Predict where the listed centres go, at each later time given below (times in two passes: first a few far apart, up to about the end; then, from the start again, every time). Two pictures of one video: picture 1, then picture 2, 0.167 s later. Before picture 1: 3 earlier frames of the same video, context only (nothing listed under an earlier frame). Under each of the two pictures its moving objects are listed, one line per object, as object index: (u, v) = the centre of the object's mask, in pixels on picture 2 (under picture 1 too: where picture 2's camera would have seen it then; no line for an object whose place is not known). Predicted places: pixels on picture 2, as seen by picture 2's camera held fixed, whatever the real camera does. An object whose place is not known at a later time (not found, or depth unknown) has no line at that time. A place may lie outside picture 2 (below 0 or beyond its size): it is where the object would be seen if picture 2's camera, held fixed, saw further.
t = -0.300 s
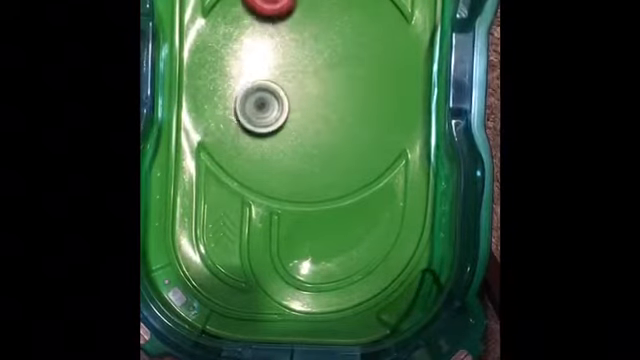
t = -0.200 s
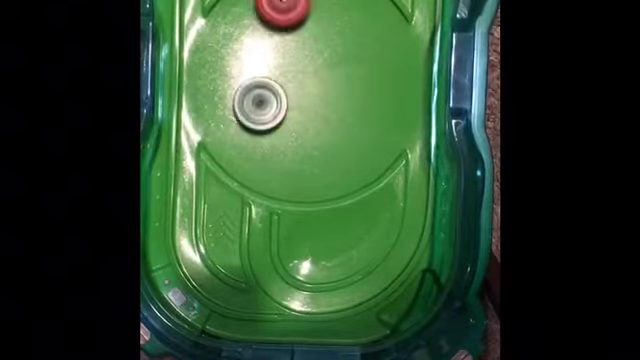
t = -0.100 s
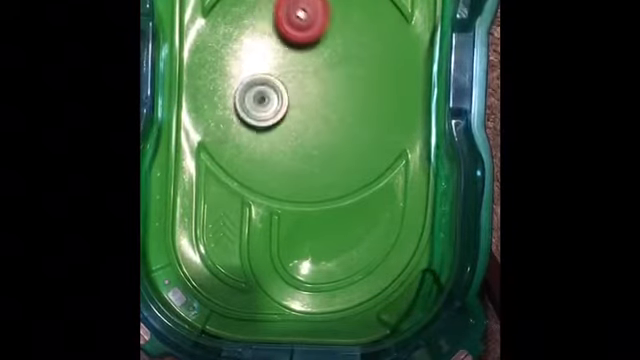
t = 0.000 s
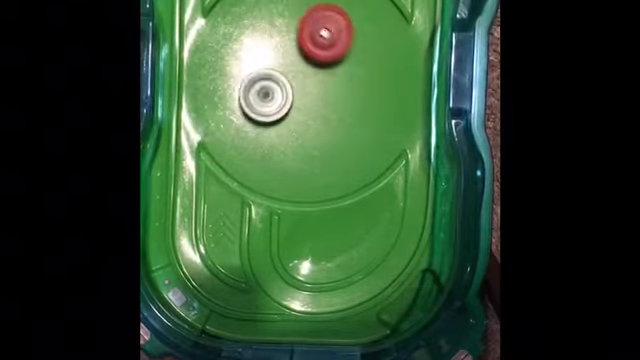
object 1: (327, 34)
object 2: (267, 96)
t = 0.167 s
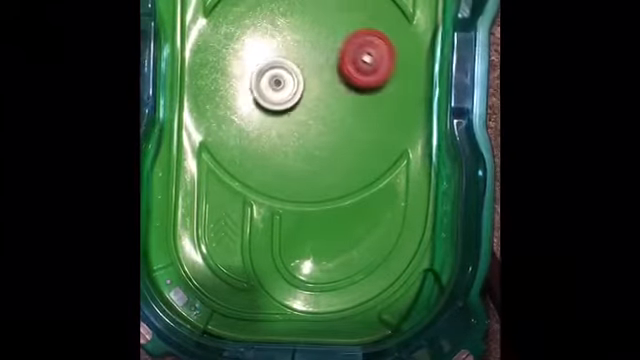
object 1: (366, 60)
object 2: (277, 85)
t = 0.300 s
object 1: (389, 70)
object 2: (284, 76)
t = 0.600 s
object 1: (373, 80)
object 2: (306, 60)
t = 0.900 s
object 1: (313, 154)
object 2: (307, 50)
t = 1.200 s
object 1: (299, 184)
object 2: (312, 52)
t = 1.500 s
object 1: (274, 122)
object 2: (313, 67)
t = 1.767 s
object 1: (228, 58)
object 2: (309, 84)
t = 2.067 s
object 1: (232, 35)
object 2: (299, 102)
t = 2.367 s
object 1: (299, 28)
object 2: (289, 108)
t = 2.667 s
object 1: (359, 29)
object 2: (283, 104)
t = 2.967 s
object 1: (368, 54)
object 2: (288, 91)
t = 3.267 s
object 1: (382, 132)
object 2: (240, 58)
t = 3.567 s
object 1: (359, 150)
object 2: (225, 47)
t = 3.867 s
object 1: (282, 151)
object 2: (263, 46)
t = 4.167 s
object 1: (220, 117)
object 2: (313, 58)
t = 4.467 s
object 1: (234, 71)
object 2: (347, 87)
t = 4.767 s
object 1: (303, 21)
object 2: (346, 117)
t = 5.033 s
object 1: (350, 15)
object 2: (317, 129)
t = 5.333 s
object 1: (360, 59)
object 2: (279, 118)
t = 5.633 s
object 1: (331, 133)
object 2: (260, 86)
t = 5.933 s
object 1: (287, 169)
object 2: (273, 55)
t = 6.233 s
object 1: (259, 129)
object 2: (308, 44)
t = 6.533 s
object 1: (258, 55)
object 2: (337, 63)
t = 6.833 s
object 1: (290, 16)
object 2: (337, 97)
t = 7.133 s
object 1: (327, 28)
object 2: (310, 121)
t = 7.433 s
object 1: (345, 93)
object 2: (277, 115)
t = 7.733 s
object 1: (323, 147)
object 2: (266, 86)
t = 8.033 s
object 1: (283, 146)
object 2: (284, 57)
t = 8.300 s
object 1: (259, 99)
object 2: (314, 50)
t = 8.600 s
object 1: (269, 38)
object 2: (336, 68)
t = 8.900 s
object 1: (308, 23)
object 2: (329, 98)
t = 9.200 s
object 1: (339, 57)
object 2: (299, 114)
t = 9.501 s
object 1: (333, 118)
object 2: (271, 103)
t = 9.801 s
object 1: (295, 145)
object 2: (270, 76)
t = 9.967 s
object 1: (275, 137)
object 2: (282, 64)
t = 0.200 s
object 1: (374, 63)
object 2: (279, 82)
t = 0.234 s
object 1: (380, 67)
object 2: (280, 80)
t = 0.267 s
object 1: (385, 68)
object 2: (282, 78)
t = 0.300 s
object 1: (389, 70)
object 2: (284, 76)
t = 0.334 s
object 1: (394, 70)
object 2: (287, 73)
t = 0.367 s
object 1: (395, 70)
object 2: (289, 72)
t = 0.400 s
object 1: (396, 70)
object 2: (291, 69)
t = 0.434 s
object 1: (395, 70)
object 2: (293, 67)
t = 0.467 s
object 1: (393, 71)
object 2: (296, 66)
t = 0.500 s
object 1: (390, 72)
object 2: (299, 64)
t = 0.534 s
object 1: (386, 74)
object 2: (301, 62)
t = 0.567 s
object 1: (380, 76)
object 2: (304, 61)
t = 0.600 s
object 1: (373, 80)
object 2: (306, 60)
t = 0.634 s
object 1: (364, 85)
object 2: (309, 60)
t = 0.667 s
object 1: (356, 92)
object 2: (310, 58)
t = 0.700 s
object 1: (350, 101)
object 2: (309, 55)
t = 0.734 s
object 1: (343, 109)
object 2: (307, 53)
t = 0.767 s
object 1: (336, 119)
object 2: (306, 51)
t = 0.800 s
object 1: (330, 128)
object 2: (306, 50)
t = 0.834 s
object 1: (324, 137)
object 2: (306, 50)
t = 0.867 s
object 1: (318, 146)
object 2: (306, 50)
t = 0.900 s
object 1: (313, 154)
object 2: (307, 50)
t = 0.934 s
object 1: (309, 161)
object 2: (307, 49)
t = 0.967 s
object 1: (305, 168)
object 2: (308, 49)
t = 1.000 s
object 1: (303, 174)
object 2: (309, 49)
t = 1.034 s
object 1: (301, 178)
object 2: (309, 49)
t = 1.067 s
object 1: (299, 182)
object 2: (310, 49)
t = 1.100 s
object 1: (299, 184)
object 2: (310, 49)
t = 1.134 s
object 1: (299, 185)
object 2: (311, 50)
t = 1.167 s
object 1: (299, 185)
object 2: (311, 51)
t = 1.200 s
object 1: (299, 184)
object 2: (312, 52)
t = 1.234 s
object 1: (299, 182)
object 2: (312, 53)
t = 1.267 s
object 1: (298, 178)
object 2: (312, 54)
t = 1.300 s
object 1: (296, 172)
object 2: (312, 55)
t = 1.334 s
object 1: (294, 166)
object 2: (313, 57)
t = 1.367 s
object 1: (291, 158)
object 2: (313, 59)
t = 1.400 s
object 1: (288, 150)
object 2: (313, 61)
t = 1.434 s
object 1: (284, 141)
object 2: (313, 63)
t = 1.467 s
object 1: (279, 132)
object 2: (313, 65)
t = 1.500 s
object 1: (274, 122)
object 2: (313, 67)
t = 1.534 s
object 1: (268, 113)
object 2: (313, 69)
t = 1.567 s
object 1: (262, 103)
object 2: (313, 71)
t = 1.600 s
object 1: (255, 94)
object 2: (312, 73)
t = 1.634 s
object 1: (249, 85)
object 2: (312, 75)
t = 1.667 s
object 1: (243, 77)
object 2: (311, 77)
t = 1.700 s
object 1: (237, 70)
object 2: (311, 79)
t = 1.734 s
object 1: (232, 63)
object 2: (310, 82)
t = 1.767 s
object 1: (228, 58)
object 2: (309, 84)
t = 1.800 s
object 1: (225, 53)
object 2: (308, 87)
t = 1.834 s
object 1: (222, 49)
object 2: (307, 89)
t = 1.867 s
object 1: (221, 47)
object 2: (306, 91)
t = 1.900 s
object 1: (221, 44)
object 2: (305, 93)
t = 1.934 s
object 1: (221, 42)
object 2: (304, 95)
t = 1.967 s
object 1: (223, 40)
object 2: (303, 97)
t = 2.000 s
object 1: (225, 38)
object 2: (302, 99)
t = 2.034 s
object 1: (228, 37)
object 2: (301, 101)
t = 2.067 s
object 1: (232, 35)
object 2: (299, 102)
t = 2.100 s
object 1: (237, 35)
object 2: (298, 104)
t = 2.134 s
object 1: (243, 34)
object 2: (297, 105)
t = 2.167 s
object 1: (250, 33)
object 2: (296, 106)
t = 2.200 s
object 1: (257, 32)
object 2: (294, 107)
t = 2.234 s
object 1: (265, 31)
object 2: (293, 107)
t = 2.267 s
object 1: (273, 30)
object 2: (292, 108)
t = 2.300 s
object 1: (282, 30)
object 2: (291, 108)
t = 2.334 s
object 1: (290, 29)
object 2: (290, 108)
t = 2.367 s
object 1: (299, 28)
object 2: (289, 108)
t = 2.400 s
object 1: (307, 28)
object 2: (287, 108)
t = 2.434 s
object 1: (315, 28)
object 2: (286, 108)
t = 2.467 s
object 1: (323, 28)
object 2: (286, 108)
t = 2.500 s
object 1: (330, 28)
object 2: (285, 108)
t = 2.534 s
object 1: (337, 28)
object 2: (285, 107)
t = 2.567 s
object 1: (343, 27)
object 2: (284, 107)
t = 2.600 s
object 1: (349, 28)
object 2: (284, 106)
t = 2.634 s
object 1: (354, 28)
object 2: (283, 105)
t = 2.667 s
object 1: (359, 29)
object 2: (283, 104)
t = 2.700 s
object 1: (364, 29)
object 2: (284, 103)
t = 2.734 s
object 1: (366, 30)
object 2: (284, 102)
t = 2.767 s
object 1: (368, 33)
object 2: (284, 100)
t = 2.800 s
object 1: (371, 35)
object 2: (285, 99)
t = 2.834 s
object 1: (371, 37)
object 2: (285, 97)
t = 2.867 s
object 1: (372, 40)
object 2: (286, 96)
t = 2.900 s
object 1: (371, 44)
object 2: (287, 94)
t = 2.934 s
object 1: (369, 49)
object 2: (287, 93)
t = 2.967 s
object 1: (368, 54)
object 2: (288, 91)
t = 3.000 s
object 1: (364, 59)
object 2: (289, 89)
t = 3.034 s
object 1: (361, 65)
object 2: (290, 88)
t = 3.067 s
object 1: (358, 71)
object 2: (291, 86)
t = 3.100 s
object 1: (354, 78)
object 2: (292, 85)
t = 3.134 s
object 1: (350, 85)
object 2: (292, 84)
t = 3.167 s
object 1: (360, 101)
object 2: (277, 76)
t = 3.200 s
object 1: (370, 113)
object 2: (261, 66)
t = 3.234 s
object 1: (376, 123)
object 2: (251, 61)
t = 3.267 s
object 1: (382, 132)
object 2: (240, 58)
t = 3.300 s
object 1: (386, 139)
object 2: (233, 56)
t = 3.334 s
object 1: (389, 145)
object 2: (228, 54)
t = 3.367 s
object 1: (388, 147)
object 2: (225, 52)
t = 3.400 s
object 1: (385, 147)
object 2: (223, 51)
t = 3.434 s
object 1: (381, 146)
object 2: (222, 50)
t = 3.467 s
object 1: (377, 146)
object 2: (221, 49)
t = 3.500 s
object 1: (372, 147)
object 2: (222, 48)
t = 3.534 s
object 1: (366, 149)
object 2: (223, 48)
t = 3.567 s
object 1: (359, 150)
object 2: (225, 47)
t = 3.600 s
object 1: (352, 152)
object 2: (227, 47)
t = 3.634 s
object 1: (344, 154)
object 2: (230, 47)
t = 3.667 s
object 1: (336, 155)
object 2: (234, 47)
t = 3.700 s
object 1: (327, 155)
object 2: (238, 46)
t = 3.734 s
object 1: (318, 155)
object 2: (243, 46)
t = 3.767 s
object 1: (309, 155)
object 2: (248, 46)
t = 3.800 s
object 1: (300, 154)
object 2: (253, 46)
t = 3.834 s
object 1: (291, 152)
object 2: (259, 46)
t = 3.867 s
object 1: (282, 151)
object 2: (263, 46)
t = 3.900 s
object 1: (272, 148)
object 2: (269, 46)
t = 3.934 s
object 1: (263, 145)
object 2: (275, 47)
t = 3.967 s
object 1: (255, 142)
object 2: (281, 47)
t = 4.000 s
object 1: (247, 139)
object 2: (286, 48)
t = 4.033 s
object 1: (240, 134)
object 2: (292, 50)
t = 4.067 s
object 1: (234, 130)
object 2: (296, 52)
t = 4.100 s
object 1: (228, 126)
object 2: (302, 53)
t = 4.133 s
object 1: (224, 121)
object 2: (307, 55)
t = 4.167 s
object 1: (220, 117)
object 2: (313, 58)
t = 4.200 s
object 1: (217, 112)
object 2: (318, 61)
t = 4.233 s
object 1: (215, 107)
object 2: (323, 63)
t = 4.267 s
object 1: (214, 102)
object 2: (328, 66)
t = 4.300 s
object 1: (215, 97)
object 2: (333, 69)
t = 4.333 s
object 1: (216, 92)
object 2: (337, 73)
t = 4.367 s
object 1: (219, 87)
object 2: (340, 76)
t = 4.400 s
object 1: (223, 82)
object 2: (343, 80)
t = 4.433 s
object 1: (228, 76)
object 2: (345, 84)
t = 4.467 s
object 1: (234, 71)
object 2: (347, 87)
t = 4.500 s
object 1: (241, 64)
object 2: (349, 91)
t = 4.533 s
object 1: (249, 58)
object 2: (350, 95)
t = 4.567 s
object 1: (256, 51)
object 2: (351, 99)
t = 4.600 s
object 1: (264, 44)
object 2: (351, 102)
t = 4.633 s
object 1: (272, 37)
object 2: (351, 106)
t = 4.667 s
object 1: (280, 31)
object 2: (351, 109)
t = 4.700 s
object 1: (288, 26)
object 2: (350, 112)
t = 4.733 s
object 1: (296, 23)
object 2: (348, 115)
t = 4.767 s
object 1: (303, 21)
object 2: (346, 117)
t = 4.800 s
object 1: (311, 19)
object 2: (344, 120)
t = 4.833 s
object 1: (318, 17)
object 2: (340, 122)
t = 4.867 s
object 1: (324, 16)
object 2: (337, 124)
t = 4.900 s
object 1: (330, 15)
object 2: (334, 126)
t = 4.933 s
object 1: (336, 14)
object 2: (330, 127)
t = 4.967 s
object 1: (341, 14)
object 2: (325, 128)
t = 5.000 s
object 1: (346, 15)
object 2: (321, 129)
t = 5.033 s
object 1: (350, 15)
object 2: (317, 129)
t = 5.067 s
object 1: (353, 17)
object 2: (312, 129)
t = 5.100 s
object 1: (356, 18)
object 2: (307, 129)
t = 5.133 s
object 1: (358, 21)
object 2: (303, 128)
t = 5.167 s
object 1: (359, 24)
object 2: (299, 127)
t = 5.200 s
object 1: (361, 28)
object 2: (294, 126)
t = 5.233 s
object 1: (361, 35)
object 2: (290, 124)
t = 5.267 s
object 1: (362, 43)
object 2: (286, 122)
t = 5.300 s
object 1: (362, 50)
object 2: (282, 120)
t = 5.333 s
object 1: (360, 59)
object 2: (279, 118)
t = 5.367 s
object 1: (359, 67)
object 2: (275, 115)
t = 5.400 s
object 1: (358, 75)
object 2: (272, 112)
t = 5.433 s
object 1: (355, 84)
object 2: (269, 109)
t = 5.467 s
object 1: (352, 93)
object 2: (267, 105)
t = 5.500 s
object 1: (348, 101)
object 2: (264, 102)
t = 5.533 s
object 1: (345, 109)
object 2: (262, 98)
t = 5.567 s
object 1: (340, 118)
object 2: (261, 94)
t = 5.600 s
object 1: (336, 126)
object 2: (260, 90)
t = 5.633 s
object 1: (331, 133)
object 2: (260, 86)
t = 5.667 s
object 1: (326, 140)
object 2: (260, 82)
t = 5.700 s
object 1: (320, 147)
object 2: (260, 78)
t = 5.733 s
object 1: (315, 152)
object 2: (261, 74)
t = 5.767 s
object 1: (310, 157)
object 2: (262, 70)
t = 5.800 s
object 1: (305, 161)
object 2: (263, 67)
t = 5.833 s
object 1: (299, 165)
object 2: (266, 64)
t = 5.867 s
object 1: (294, 167)
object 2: (268, 61)
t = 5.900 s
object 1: (290, 168)
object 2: (270, 58)
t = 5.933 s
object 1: (287, 169)
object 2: (273, 55)
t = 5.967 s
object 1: (283, 168)
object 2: (276, 53)
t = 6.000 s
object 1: (279, 166)
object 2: (281, 50)
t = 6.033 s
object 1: (276, 164)
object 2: (284, 49)
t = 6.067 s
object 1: (273, 160)
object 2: (288, 47)
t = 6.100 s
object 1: (269, 155)
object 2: (292, 45)
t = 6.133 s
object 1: (266, 150)
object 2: (296, 45)
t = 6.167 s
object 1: (264, 144)
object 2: (300, 45)
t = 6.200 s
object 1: (261, 137)
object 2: (304, 44)
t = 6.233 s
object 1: (259, 129)
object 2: (308, 44)
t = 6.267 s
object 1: (257, 122)
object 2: (313, 45)
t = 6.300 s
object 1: (256, 113)
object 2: (317, 46)
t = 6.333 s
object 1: (255, 105)
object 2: (320, 47)
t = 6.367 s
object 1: (254, 97)
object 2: (324, 49)
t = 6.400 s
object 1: (254, 88)
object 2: (327, 51)
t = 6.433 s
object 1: (254, 80)
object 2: (330, 53)
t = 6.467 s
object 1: (255, 71)
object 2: (332, 56)
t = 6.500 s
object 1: (256, 63)
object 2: (335, 59)
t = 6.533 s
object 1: (258, 55)
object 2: (337, 63)
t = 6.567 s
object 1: (261, 47)
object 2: (338, 66)
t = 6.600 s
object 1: (263, 39)
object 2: (339, 70)
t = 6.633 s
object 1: (266, 32)
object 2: (340, 73)
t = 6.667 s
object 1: (269, 27)
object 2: (341, 77)
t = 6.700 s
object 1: (273, 24)
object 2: (341, 81)
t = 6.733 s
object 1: (277, 21)
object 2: (340, 85)
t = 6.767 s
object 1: (281, 19)
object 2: (339, 89)
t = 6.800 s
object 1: (285, 18)
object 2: (338, 93)
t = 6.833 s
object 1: (290, 16)
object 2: (337, 97)
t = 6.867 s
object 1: (293, 15)
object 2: (335, 101)
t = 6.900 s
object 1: (297, 15)
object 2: (333, 105)
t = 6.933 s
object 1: (302, 16)
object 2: (330, 108)
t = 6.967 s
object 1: (307, 17)
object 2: (327, 111)
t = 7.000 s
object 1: (311, 18)
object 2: (324, 114)
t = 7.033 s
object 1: (316, 20)
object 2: (321, 116)
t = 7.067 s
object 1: (320, 22)
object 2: (318, 118)
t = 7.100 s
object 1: (324, 24)
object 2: (314, 119)
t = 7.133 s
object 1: (327, 28)
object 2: (310, 121)
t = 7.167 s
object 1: (331, 33)
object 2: (306, 122)
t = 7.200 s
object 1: (334, 40)
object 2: (302, 122)
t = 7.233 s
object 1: (337, 47)
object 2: (298, 123)
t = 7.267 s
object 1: (340, 54)
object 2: (294, 122)
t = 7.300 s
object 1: (342, 62)
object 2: (291, 121)
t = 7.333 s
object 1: (343, 70)
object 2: (287, 120)
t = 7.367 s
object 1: (344, 78)
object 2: (283, 119)
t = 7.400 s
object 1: (345, 86)
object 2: (280, 117)
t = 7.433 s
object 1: (345, 93)
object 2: (277, 115)
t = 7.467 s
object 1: (344, 101)
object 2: (275, 112)
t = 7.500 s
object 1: (343, 109)
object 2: (273, 110)
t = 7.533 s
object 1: (342, 115)
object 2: (270, 107)
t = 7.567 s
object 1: (340, 122)
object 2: (269, 104)
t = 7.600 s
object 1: (337, 128)
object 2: (267, 100)
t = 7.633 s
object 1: (335, 134)
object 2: (266, 97)
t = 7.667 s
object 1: (332, 139)
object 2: (266, 93)
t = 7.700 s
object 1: (327, 143)
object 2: (265, 89)
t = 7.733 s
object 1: (323, 147)
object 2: (266, 86)
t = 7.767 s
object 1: (319, 150)
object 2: (266, 82)
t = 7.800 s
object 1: (315, 152)
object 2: (267, 78)
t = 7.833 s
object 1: (311, 154)
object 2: (268, 75)
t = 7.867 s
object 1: (306, 154)
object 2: (270, 71)
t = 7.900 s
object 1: (301, 154)
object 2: (272, 67)
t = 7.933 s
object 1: (296, 153)
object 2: (274, 64)
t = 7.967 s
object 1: (292, 152)
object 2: (277, 61)
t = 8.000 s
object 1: (287, 149)
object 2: (281, 59)
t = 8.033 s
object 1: (283, 146)
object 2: (284, 57)
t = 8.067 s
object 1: (279, 141)
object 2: (288, 55)
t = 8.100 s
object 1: (275, 137)
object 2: (291, 53)
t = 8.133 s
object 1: (271, 132)
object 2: (295, 52)
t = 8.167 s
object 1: (268, 127)
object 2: (299, 51)
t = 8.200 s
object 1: (266, 120)
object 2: (302, 50)
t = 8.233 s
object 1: (263, 113)
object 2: (306, 50)
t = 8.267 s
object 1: (261, 106)
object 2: (310, 50)
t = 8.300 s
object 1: (259, 99)
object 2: (314, 50)
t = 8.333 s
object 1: (258, 93)
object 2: (318, 51)
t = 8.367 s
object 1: (257, 86)
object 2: (321, 52)
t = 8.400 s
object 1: (258, 78)
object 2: (325, 54)
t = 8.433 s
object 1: (258, 70)
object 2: (327, 56)
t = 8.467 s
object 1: (259, 63)
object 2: (330, 58)
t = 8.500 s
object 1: (261, 57)
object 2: (332, 60)
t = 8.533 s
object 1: (263, 51)
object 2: (334, 63)
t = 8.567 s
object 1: (266, 44)
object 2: (335, 65)
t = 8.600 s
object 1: (269, 38)
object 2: (336, 68)
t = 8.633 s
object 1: (272, 34)
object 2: (337, 72)
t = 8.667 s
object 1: (277, 29)
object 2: (337, 75)
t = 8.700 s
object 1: (281, 27)
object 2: (337, 78)
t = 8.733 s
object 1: (285, 25)
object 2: (337, 81)
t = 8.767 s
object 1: (289, 24)
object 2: (336, 85)
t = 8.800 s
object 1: (294, 23)
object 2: (335, 89)
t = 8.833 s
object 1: (299, 23)
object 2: (333, 92)
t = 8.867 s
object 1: (303, 23)
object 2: (331, 95)
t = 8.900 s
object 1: (308, 23)
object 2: (329, 98)
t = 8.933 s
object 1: (312, 24)
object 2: (327, 101)
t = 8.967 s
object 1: (317, 26)
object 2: (324, 104)
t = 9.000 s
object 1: (322, 27)
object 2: (321, 106)
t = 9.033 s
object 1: (326, 30)
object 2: (318, 108)
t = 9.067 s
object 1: (329, 34)
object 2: (314, 110)
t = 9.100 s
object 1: (332, 40)
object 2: (311, 112)
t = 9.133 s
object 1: (335, 45)
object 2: (307, 113)
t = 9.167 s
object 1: (337, 51)
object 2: (303, 114)
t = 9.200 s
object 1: (339, 57)
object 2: (299, 114)
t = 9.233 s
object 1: (340, 64)
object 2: (295, 114)
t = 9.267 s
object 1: (341, 71)
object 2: (291, 114)
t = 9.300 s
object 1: (342, 78)
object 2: (288, 114)
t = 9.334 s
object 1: (342, 85)
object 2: (285, 113)
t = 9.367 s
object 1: (341, 92)
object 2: (281, 111)
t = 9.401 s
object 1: (339, 99)
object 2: (278, 110)
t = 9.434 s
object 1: (338, 106)
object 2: (276, 108)
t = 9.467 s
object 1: (336, 111)
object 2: (273, 105)
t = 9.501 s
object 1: (333, 118)
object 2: (271, 103)
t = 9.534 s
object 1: (329, 123)
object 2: (269, 100)
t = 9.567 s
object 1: (326, 128)
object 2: (267, 97)
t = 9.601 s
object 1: (322, 133)
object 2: (266, 95)
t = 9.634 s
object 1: (318, 136)
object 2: (266, 92)
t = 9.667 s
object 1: (313, 140)
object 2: (266, 88)
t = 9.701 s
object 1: (309, 142)
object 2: (266, 85)
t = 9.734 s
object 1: (305, 144)
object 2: (267, 82)
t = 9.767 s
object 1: (300, 145)
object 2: (268, 79)
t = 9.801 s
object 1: (295, 145)
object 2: (270, 76)
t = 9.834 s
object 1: (291, 145)
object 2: (272, 73)
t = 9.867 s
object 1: (287, 144)
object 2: (275, 71)
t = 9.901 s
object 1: (282, 142)
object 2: (277, 68)
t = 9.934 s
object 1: (278, 140)
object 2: (279, 66)
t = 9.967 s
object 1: (275, 137)
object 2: (282, 64)
